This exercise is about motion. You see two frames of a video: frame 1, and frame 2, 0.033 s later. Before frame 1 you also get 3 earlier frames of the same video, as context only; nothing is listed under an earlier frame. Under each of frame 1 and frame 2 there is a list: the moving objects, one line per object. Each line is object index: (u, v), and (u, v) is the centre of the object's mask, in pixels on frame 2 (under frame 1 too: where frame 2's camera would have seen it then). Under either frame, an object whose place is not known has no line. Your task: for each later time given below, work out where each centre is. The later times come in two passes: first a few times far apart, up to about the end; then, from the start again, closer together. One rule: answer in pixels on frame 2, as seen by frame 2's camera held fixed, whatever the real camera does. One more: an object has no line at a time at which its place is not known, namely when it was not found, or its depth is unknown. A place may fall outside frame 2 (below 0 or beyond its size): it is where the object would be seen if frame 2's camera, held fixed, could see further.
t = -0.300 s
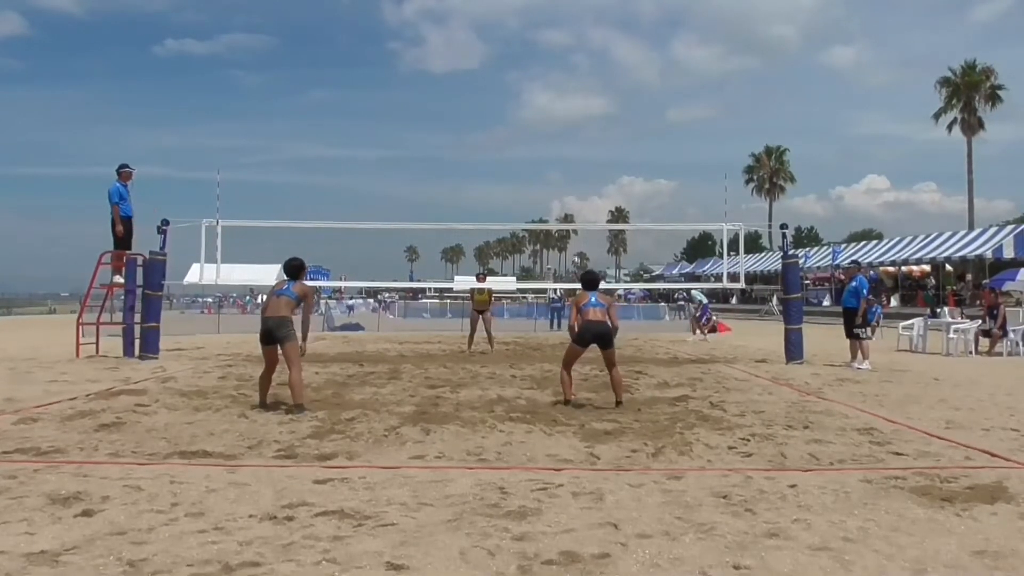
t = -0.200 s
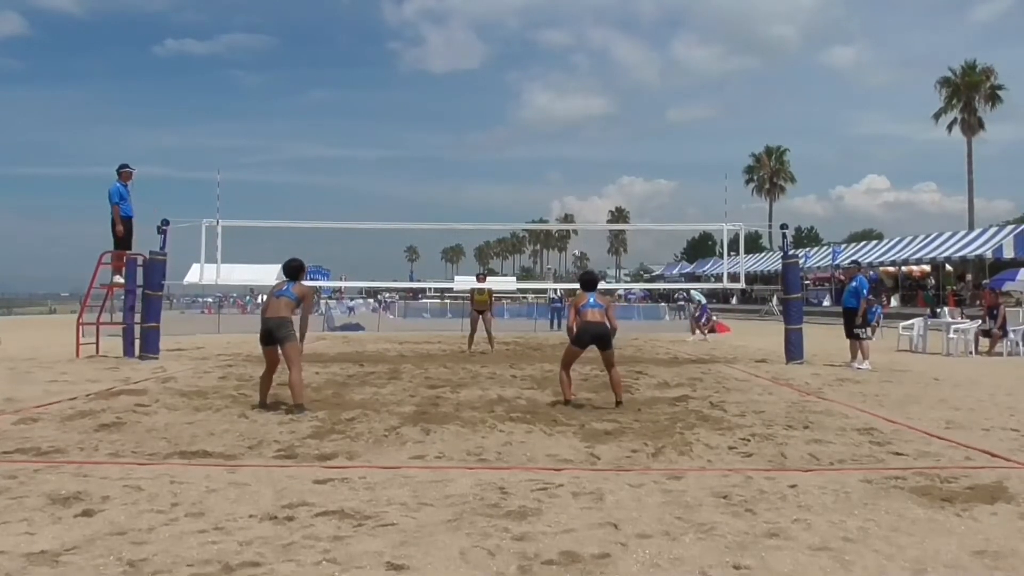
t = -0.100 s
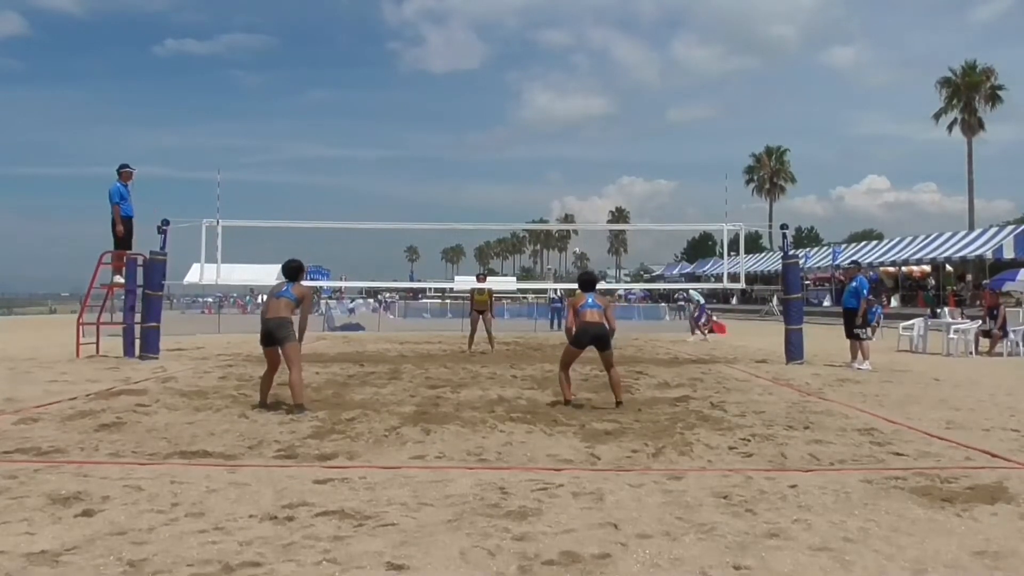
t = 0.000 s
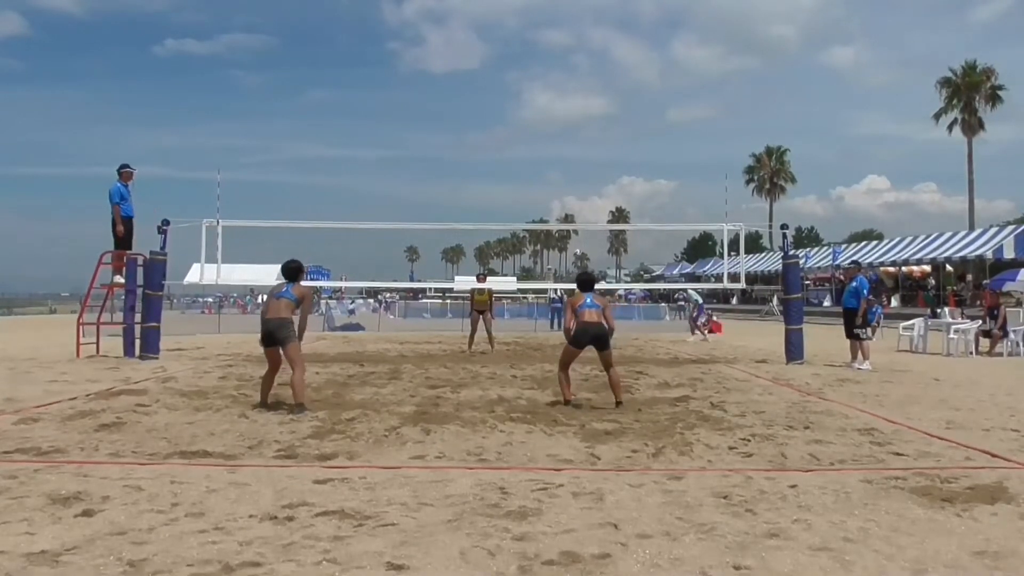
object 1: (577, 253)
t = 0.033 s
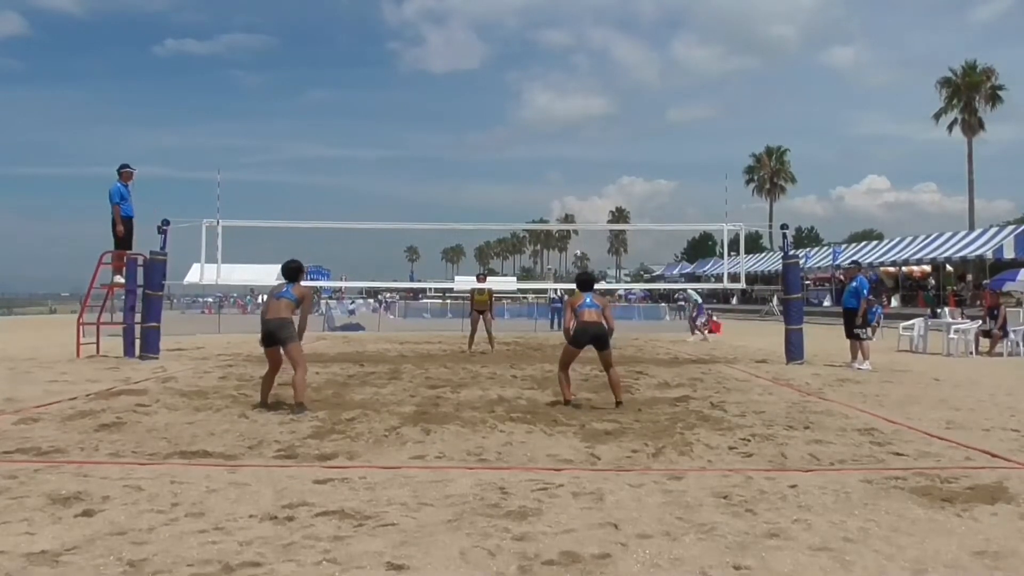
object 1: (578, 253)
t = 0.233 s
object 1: (568, 234)
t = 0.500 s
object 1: (547, 192)
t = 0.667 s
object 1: (534, 181)
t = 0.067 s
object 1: (578, 256)
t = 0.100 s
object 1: (578, 257)
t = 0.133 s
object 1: (576, 253)
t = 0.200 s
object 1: (570, 238)
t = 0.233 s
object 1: (568, 234)
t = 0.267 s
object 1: (565, 222)
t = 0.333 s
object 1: (560, 216)
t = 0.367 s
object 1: (558, 209)
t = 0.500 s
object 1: (547, 192)
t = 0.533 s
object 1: (545, 189)
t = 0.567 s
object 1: (542, 186)
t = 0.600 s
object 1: (539, 184)
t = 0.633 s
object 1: (537, 182)
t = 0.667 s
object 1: (534, 181)
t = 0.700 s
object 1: (531, 181)
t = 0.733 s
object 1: (528, 181)
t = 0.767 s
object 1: (525, 182)
